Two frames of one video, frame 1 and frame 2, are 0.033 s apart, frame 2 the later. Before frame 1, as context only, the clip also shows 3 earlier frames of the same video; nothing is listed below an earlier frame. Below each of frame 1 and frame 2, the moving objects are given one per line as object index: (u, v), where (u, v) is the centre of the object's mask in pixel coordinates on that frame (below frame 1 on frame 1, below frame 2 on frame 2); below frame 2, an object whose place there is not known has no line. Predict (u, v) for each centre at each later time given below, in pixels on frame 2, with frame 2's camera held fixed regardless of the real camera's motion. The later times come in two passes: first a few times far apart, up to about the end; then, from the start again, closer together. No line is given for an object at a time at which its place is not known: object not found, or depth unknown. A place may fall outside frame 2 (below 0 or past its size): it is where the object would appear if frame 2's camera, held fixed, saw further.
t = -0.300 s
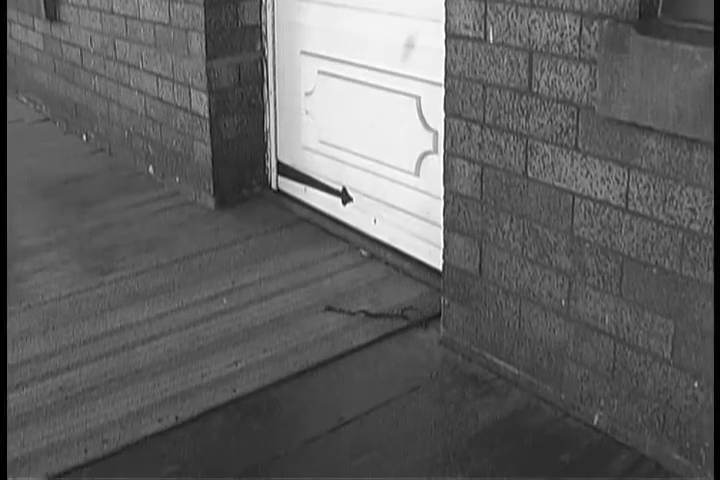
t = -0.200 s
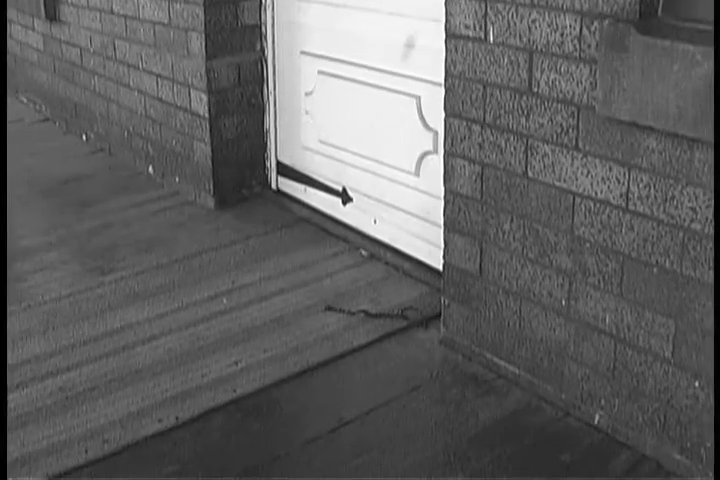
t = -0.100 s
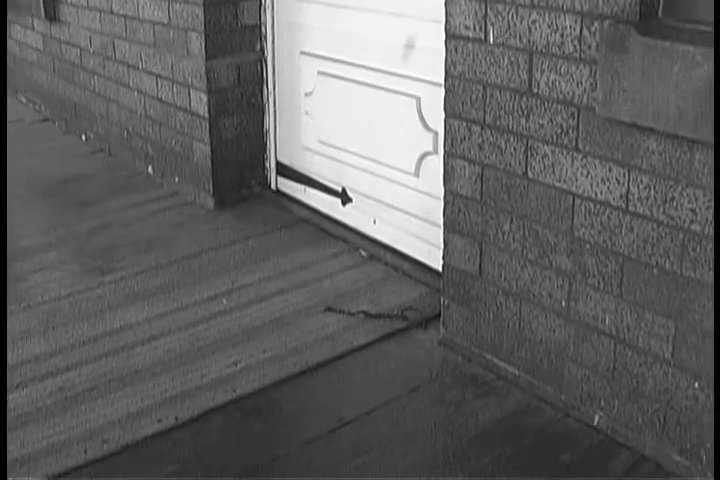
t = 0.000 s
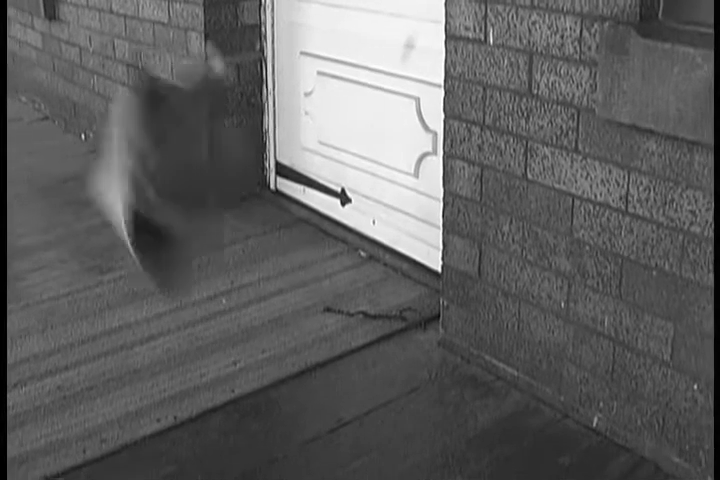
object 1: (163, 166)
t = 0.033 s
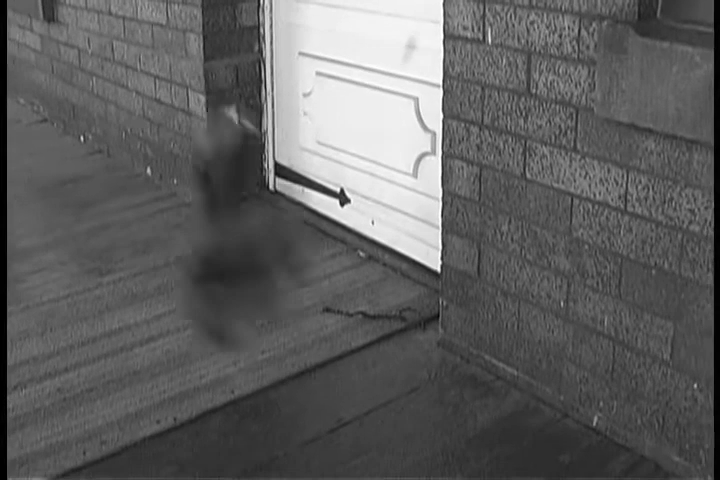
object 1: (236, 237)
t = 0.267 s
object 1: (451, 398)
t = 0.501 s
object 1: (454, 413)
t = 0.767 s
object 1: (454, 413)
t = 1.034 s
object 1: (453, 413)
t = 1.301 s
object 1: (454, 414)
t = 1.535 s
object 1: (452, 410)
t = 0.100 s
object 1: (340, 340)
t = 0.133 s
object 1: (385, 375)
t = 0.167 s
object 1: (432, 403)
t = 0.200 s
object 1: (456, 401)
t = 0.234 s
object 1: (455, 399)
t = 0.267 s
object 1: (451, 398)
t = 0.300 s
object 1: (449, 401)
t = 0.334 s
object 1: (450, 404)
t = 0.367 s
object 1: (452, 408)
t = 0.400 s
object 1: (454, 413)
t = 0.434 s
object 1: (454, 413)
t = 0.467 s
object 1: (454, 413)
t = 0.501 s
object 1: (454, 413)
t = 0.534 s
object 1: (454, 413)
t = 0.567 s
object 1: (454, 413)
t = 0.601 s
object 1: (454, 413)
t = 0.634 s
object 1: (454, 413)
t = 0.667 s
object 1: (454, 413)
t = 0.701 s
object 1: (454, 413)
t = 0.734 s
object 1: (454, 413)
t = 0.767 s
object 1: (454, 413)
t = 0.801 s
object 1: (454, 413)
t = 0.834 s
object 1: (454, 413)
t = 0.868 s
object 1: (453, 413)
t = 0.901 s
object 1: (453, 413)
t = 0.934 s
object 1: (453, 413)
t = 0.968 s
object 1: (453, 413)
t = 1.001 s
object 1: (453, 413)
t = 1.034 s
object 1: (453, 413)
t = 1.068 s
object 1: (453, 413)
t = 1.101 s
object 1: (453, 413)
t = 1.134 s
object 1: (453, 413)
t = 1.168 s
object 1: (453, 414)
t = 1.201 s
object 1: (453, 413)
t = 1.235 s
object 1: (453, 413)
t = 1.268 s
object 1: (453, 414)
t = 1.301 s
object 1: (454, 414)
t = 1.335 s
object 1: (453, 414)
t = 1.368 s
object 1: (453, 414)
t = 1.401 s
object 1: (453, 414)
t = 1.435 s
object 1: (453, 415)
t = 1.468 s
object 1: (453, 414)
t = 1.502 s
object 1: (453, 413)
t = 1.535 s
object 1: (452, 410)
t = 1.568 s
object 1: (451, 406)
